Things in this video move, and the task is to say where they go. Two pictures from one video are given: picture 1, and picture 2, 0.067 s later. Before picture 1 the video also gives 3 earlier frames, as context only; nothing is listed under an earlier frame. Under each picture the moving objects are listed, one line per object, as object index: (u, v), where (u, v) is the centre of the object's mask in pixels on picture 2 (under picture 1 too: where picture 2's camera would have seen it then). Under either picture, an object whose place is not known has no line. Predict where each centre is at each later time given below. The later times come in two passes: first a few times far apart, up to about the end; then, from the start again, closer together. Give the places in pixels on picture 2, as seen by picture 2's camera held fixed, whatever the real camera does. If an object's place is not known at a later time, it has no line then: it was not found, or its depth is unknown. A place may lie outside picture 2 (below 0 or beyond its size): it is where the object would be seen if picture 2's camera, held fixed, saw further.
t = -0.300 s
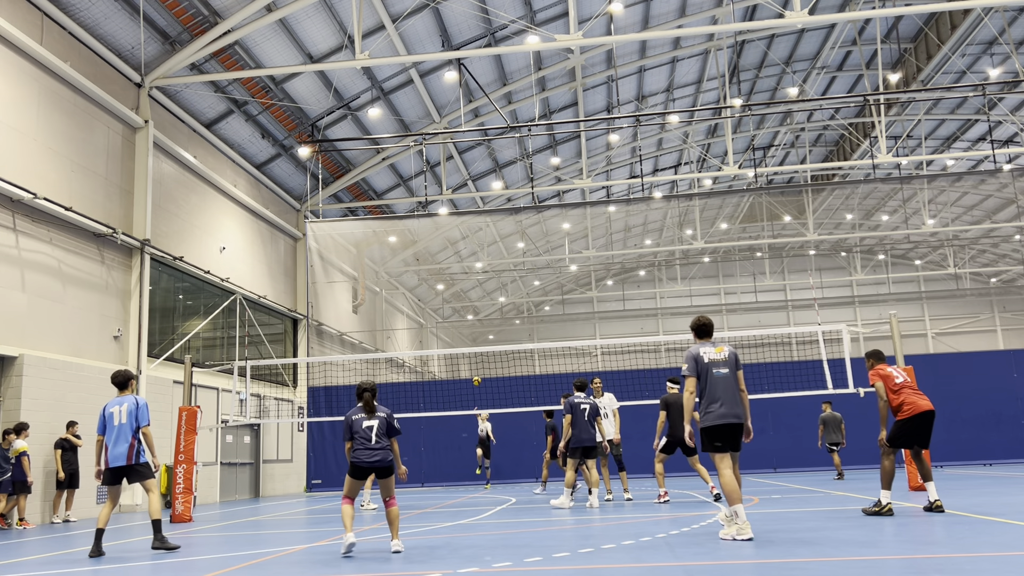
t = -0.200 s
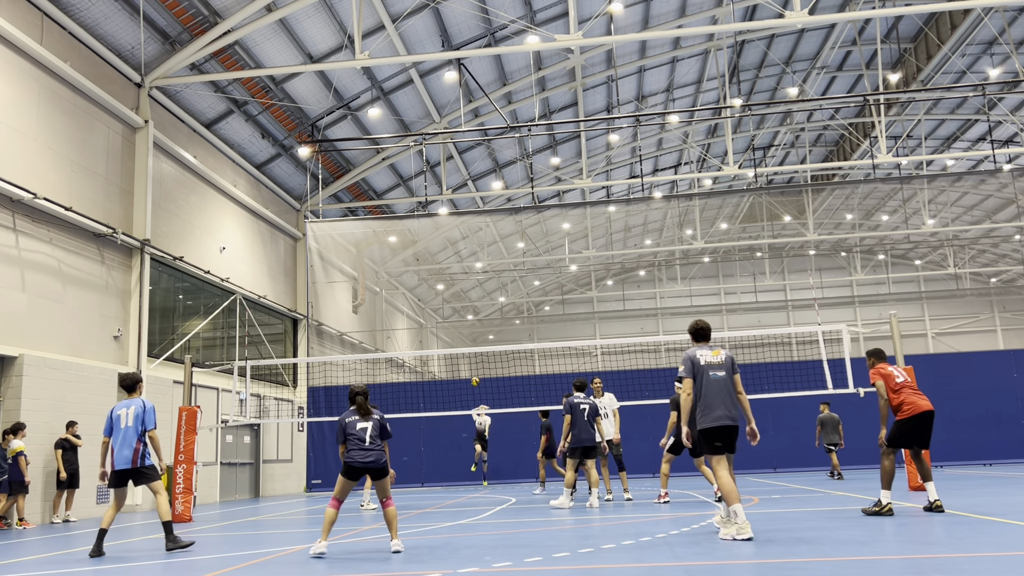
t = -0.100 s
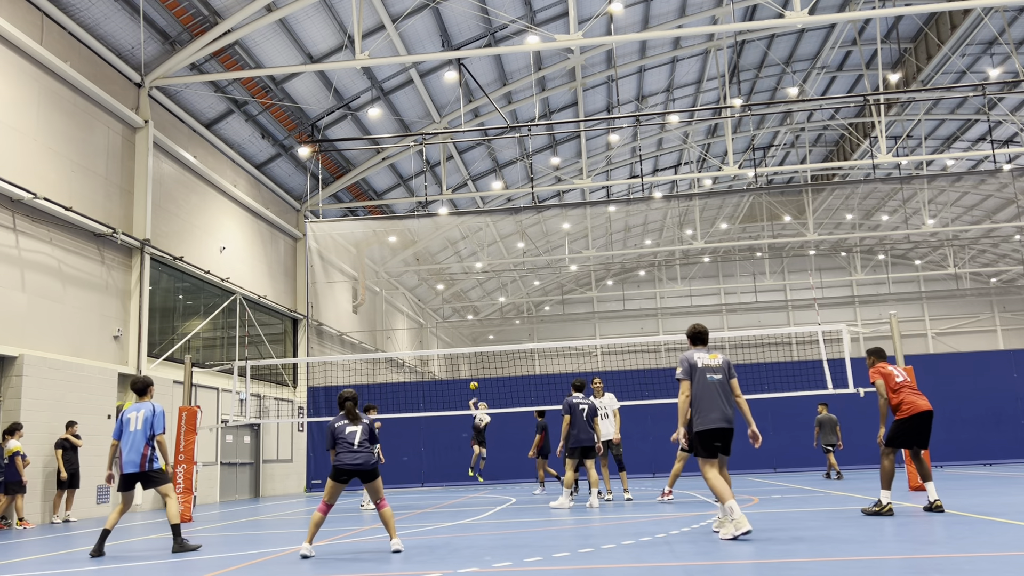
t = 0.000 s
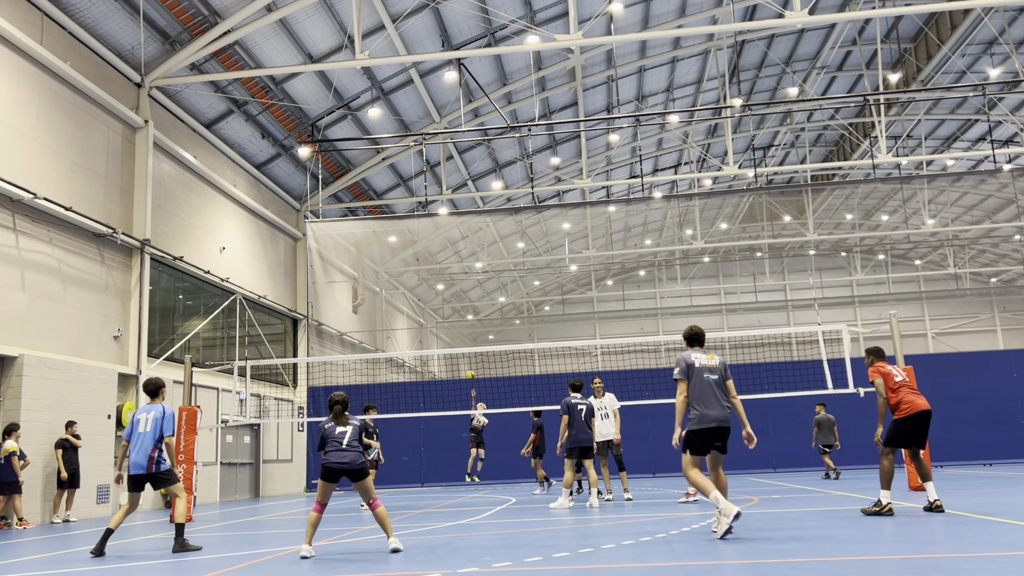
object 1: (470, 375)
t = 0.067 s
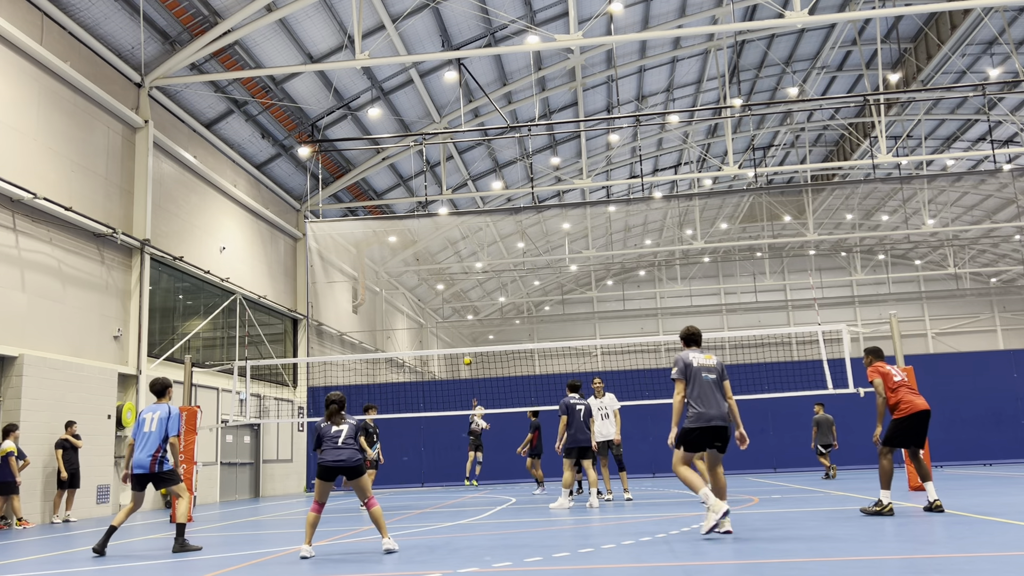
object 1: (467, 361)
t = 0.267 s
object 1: (459, 325)
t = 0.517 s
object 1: (444, 300)
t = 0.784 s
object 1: (421, 299)
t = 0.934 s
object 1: (399, 324)
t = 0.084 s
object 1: (466, 357)
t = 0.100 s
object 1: (466, 355)
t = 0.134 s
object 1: (465, 346)
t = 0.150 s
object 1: (464, 344)
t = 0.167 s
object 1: (463, 341)
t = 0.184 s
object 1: (463, 338)
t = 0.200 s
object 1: (462, 335)
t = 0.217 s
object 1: (461, 332)
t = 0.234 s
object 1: (461, 330)
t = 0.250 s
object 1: (460, 327)
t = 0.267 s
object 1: (459, 325)
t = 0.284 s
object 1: (459, 322)
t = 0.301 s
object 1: (458, 320)
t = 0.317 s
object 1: (457, 318)
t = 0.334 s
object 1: (456, 316)
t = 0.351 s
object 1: (455, 314)
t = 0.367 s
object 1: (454, 312)
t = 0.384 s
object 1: (453, 310)
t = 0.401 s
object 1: (452, 308)
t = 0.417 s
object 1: (451, 307)
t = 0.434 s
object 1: (450, 305)
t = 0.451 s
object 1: (449, 304)
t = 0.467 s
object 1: (448, 303)
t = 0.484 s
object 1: (446, 302)
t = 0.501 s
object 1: (445, 301)
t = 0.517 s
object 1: (444, 300)
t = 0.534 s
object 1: (443, 298)
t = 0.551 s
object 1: (442, 298)
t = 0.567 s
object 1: (441, 297)
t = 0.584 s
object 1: (439, 296)
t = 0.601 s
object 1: (438, 296)
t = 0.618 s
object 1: (436, 295)
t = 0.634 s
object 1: (435, 295)
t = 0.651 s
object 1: (434, 294)
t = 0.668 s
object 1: (432, 295)
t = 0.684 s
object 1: (431, 295)
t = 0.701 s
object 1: (429, 295)
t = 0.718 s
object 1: (428, 295)
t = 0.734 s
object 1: (426, 296)
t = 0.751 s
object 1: (425, 297)
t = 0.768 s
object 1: (423, 298)
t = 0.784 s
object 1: (421, 299)
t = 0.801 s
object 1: (419, 301)
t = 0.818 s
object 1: (417, 303)
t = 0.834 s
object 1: (414, 305)
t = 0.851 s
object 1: (412, 307)
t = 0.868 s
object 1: (410, 310)
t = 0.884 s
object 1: (408, 313)
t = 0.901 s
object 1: (405, 316)
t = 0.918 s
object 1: (402, 320)
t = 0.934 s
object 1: (399, 324)
